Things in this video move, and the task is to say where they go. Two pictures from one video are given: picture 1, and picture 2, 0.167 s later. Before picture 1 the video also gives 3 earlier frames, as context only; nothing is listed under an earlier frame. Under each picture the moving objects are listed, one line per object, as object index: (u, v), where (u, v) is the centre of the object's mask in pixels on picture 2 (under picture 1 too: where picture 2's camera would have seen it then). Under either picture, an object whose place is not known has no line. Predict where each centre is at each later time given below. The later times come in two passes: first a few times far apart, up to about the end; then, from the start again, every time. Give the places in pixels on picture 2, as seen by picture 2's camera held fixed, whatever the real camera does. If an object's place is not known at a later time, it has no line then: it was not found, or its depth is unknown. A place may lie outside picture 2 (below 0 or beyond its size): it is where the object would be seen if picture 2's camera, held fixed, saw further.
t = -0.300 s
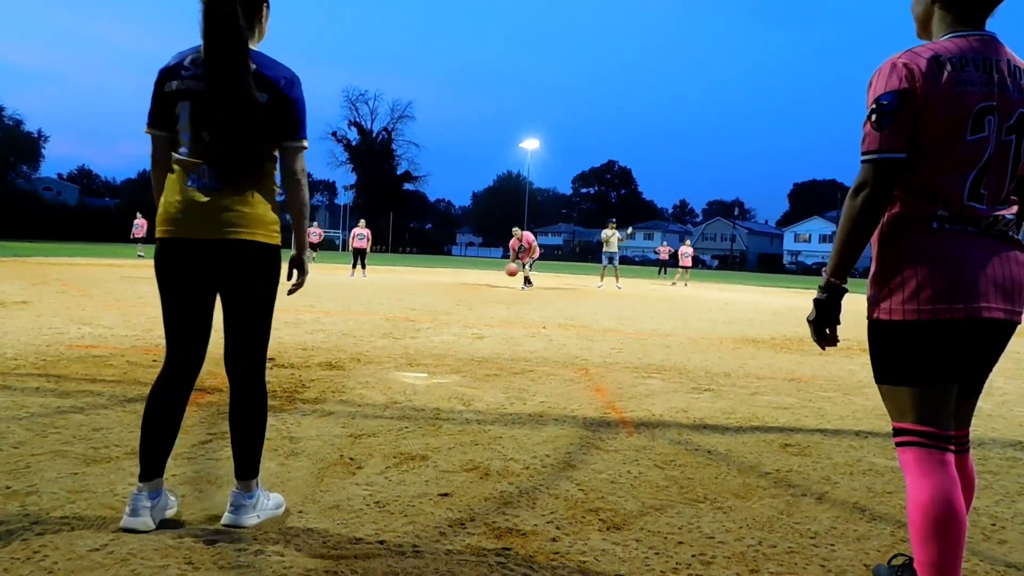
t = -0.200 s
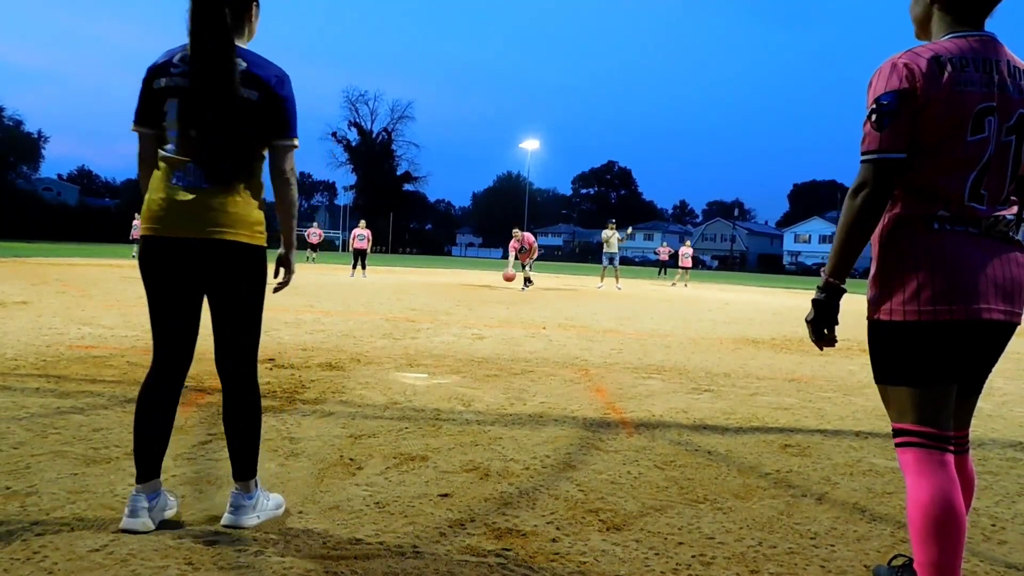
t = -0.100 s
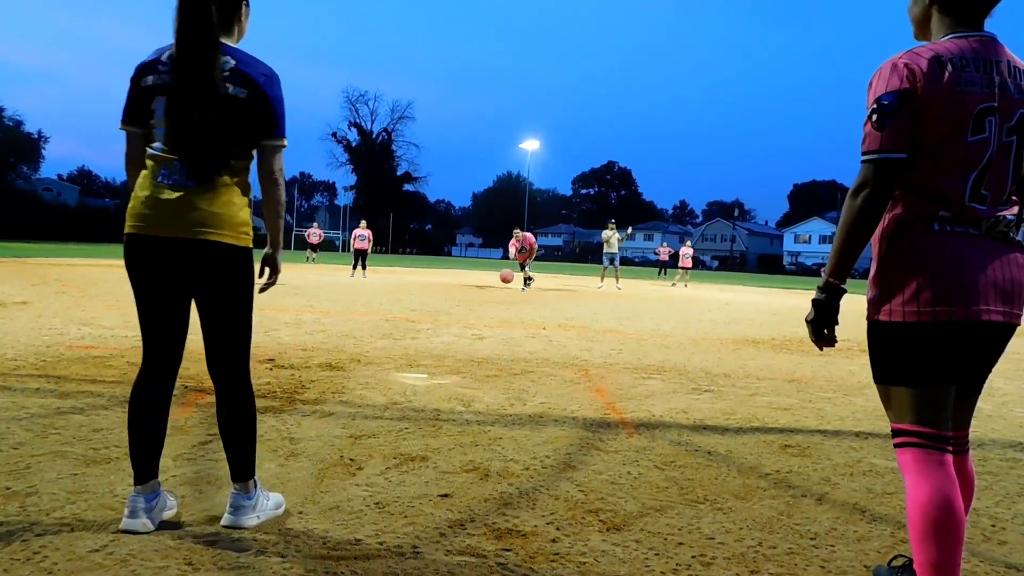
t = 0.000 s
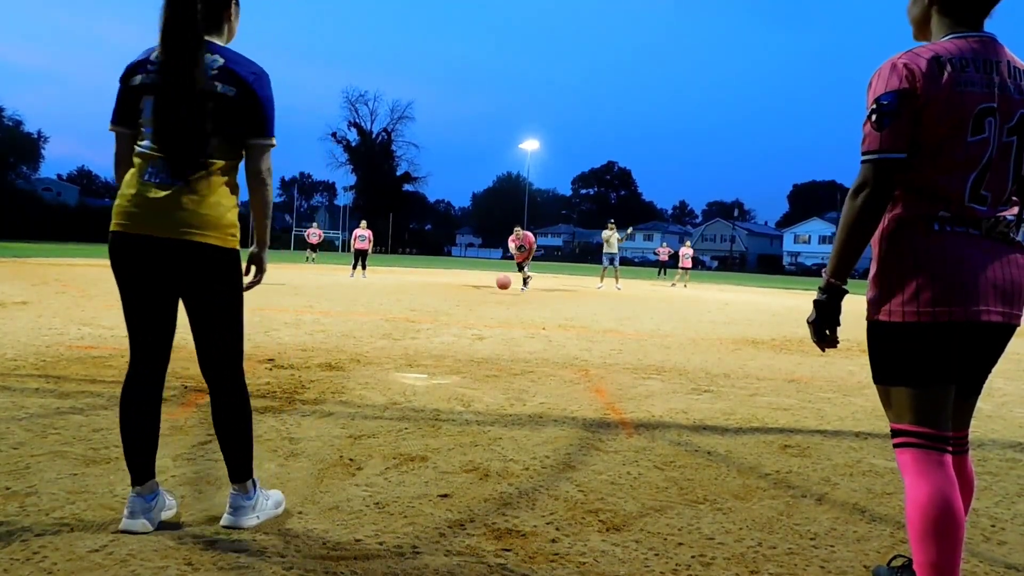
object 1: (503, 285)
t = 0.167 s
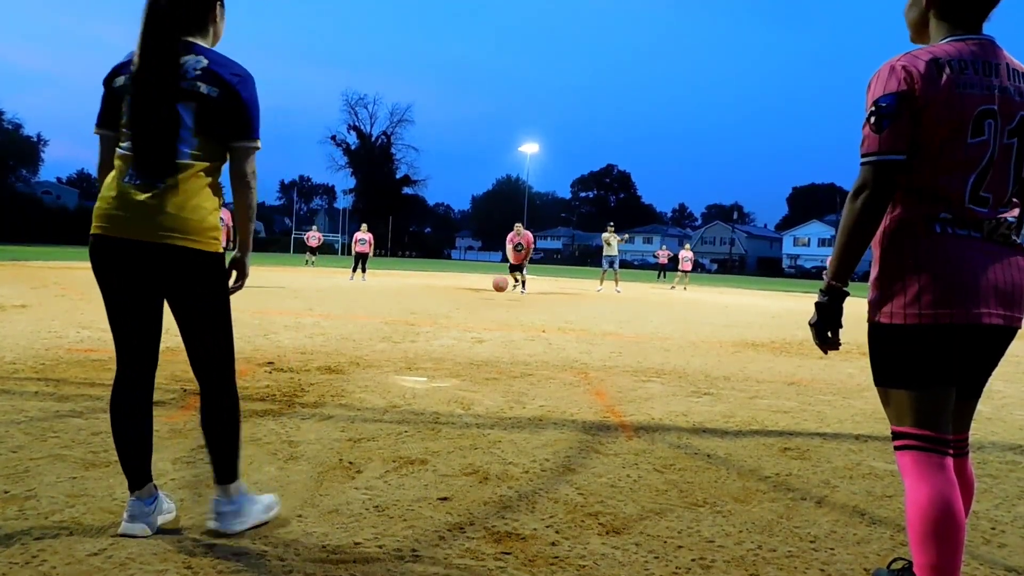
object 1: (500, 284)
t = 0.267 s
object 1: (498, 280)
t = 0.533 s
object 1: (494, 297)
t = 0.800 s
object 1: (488, 287)
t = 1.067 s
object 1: (481, 298)
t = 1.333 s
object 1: (471, 304)
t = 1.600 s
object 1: (458, 304)
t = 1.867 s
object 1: (437, 319)
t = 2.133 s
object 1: (411, 330)
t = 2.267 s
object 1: (394, 341)
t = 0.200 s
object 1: (500, 281)
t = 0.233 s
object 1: (499, 280)
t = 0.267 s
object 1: (498, 280)
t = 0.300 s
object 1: (498, 280)
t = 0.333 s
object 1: (498, 280)
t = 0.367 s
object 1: (497, 281)
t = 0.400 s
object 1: (497, 283)
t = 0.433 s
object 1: (496, 285)
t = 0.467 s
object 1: (495, 289)
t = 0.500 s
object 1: (494, 293)
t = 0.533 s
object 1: (494, 297)
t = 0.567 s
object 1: (493, 296)
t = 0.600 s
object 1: (493, 292)
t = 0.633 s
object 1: (492, 290)
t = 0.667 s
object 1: (492, 288)
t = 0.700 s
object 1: (491, 287)
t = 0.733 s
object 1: (490, 286)
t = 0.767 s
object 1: (489, 286)
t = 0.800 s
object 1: (488, 287)
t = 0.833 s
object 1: (488, 288)
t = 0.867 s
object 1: (487, 291)
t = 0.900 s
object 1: (486, 294)
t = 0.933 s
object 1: (485, 297)
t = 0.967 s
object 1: (484, 302)
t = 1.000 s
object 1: (483, 303)
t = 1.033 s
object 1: (482, 300)
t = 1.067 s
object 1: (481, 298)
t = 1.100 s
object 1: (480, 296)
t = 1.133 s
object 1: (479, 294)
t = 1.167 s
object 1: (478, 293)
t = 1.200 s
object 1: (476, 294)
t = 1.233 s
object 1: (475, 295)
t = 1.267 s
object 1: (474, 298)
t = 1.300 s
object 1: (472, 301)
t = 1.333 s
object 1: (471, 304)
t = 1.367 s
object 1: (469, 309)
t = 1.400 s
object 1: (468, 312)
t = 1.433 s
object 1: (466, 309)
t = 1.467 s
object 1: (465, 307)
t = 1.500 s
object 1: (463, 305)
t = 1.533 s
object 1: (461, 304)
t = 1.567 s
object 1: (460, 303)
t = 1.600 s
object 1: (458, 304)
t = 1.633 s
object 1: (456, 305)
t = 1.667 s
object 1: (453, 308)
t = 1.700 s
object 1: (450, 313)
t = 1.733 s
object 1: (448, 318)
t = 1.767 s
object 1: (445, 323)
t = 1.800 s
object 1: (442, 320)
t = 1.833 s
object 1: (440, 319)
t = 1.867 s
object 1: (437, 319)
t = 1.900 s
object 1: (434, 320)
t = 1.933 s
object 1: (431, 322)
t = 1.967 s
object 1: (428, 326)
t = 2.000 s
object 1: (425, 331)
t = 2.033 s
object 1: (422, 331)
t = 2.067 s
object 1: (418, 329)
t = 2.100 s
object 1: (415, 329)
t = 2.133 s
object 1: (411, 330)
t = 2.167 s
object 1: (407, 333)
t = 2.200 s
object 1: (403, 339)
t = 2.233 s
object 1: (398, 341)
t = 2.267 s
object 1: (394, 341)
